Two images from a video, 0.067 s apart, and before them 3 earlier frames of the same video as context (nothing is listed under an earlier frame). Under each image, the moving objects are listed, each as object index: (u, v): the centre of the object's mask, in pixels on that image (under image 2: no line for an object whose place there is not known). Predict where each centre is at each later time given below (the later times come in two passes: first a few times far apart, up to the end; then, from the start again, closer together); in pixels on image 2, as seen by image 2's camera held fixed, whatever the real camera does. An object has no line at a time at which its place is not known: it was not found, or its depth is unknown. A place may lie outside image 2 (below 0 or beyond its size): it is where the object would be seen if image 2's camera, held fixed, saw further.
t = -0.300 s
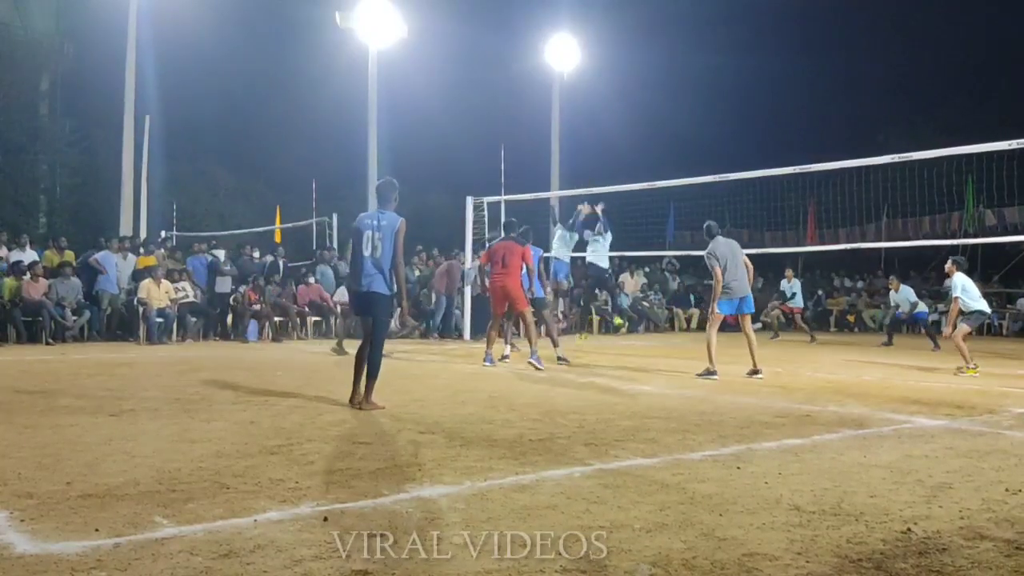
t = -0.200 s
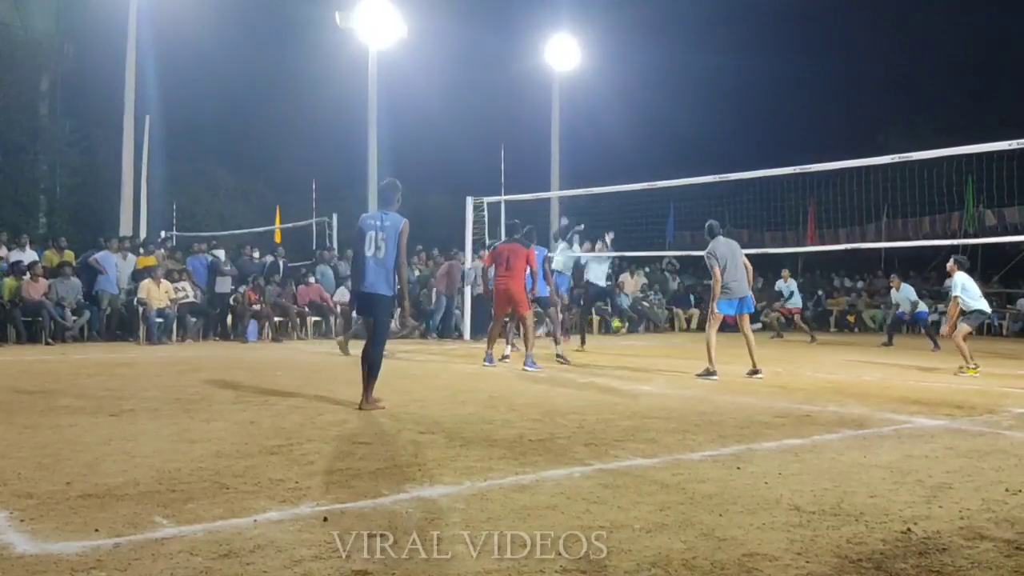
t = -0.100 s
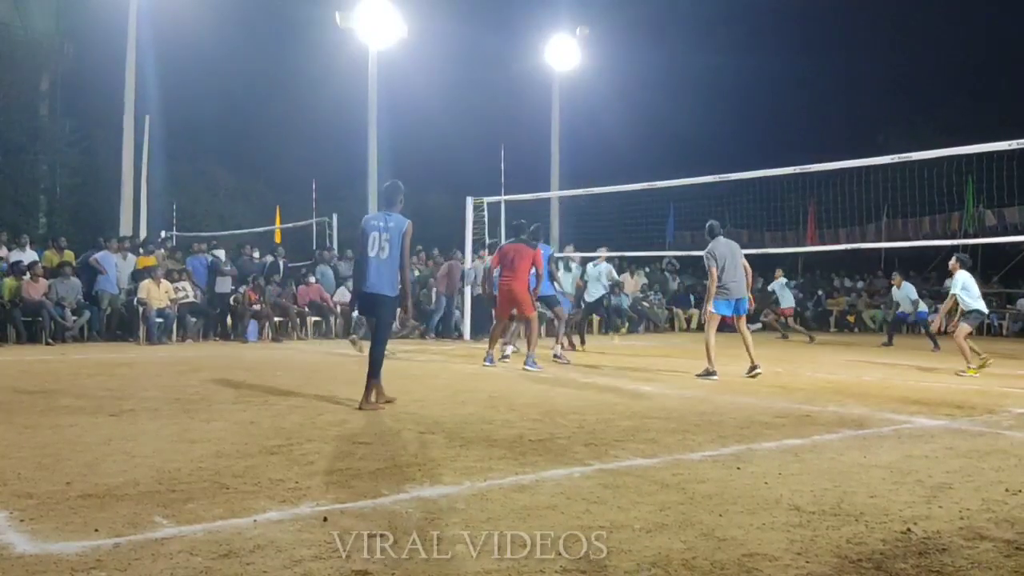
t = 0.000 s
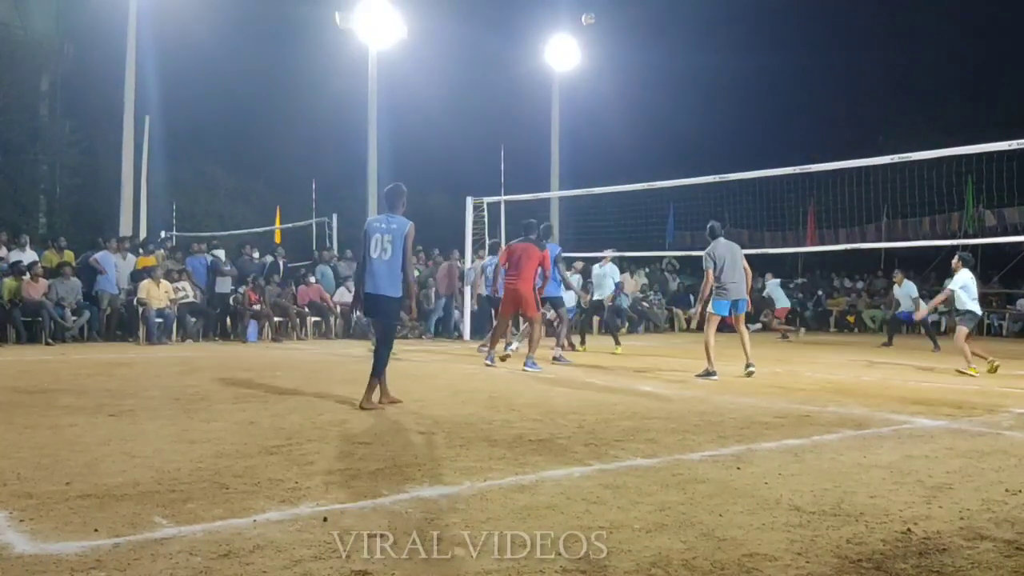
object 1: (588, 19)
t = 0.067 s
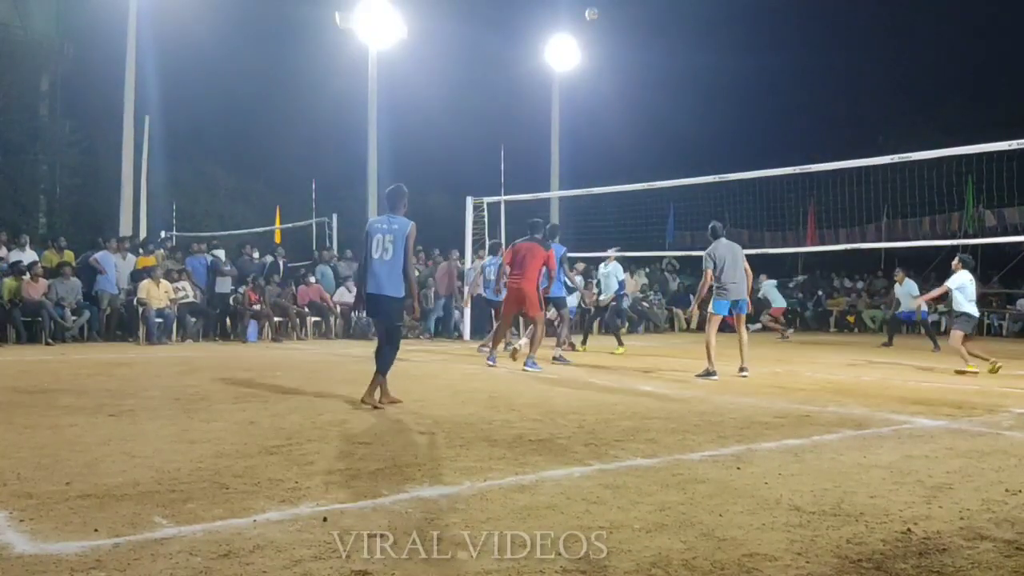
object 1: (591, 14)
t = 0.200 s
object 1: (597, 11)
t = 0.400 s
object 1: (606, 26)
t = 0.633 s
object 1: (616, 70)
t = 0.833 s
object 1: (623, 130)
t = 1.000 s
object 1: (627, 195)
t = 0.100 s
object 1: (593, 12)
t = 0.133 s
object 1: (595, 11)
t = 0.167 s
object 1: (596, 11)
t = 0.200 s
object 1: (597, 11)
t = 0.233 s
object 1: (599, 12)
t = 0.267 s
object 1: (600, 14)
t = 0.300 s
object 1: (602, 16)
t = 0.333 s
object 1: (603, 19)
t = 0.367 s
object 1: (605, 22)
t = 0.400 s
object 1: (606, 26)
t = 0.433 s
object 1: (607, 30)
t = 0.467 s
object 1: (609, 36)
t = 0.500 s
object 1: (611, 42)
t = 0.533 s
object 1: (612, 48)
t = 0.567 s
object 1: (614, 55)
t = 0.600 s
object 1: (615, 62)
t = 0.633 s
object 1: (616, 70)
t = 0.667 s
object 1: (617, 79)
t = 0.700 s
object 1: (618, 88)
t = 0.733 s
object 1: (619, 98)
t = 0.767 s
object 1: (621, 108)
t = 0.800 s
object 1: (622, 119)
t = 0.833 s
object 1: (623, 130)
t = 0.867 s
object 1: (623, 142)
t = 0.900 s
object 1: (624, 154)
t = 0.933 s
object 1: (625, 166)
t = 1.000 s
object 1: (627, 195)
